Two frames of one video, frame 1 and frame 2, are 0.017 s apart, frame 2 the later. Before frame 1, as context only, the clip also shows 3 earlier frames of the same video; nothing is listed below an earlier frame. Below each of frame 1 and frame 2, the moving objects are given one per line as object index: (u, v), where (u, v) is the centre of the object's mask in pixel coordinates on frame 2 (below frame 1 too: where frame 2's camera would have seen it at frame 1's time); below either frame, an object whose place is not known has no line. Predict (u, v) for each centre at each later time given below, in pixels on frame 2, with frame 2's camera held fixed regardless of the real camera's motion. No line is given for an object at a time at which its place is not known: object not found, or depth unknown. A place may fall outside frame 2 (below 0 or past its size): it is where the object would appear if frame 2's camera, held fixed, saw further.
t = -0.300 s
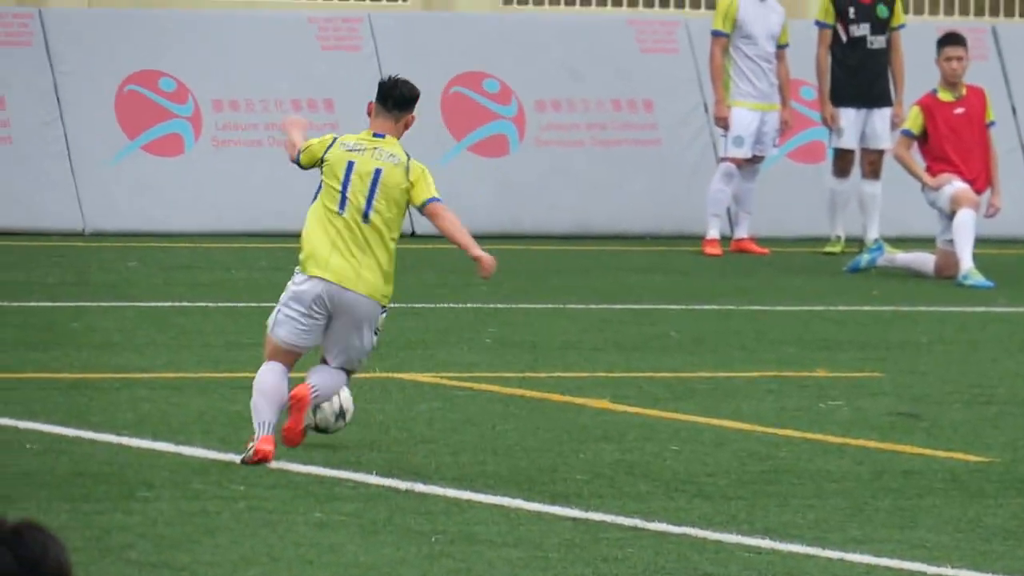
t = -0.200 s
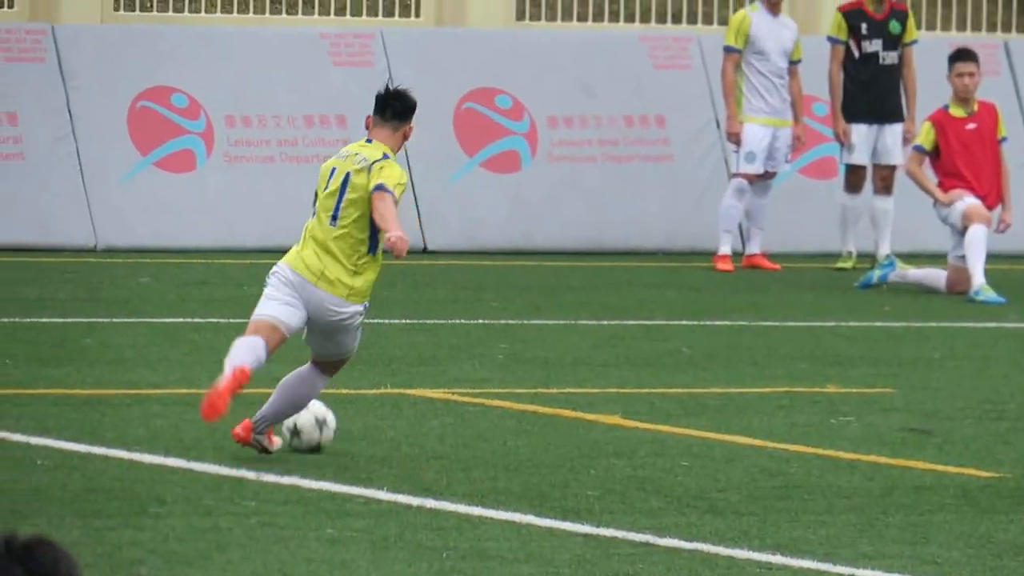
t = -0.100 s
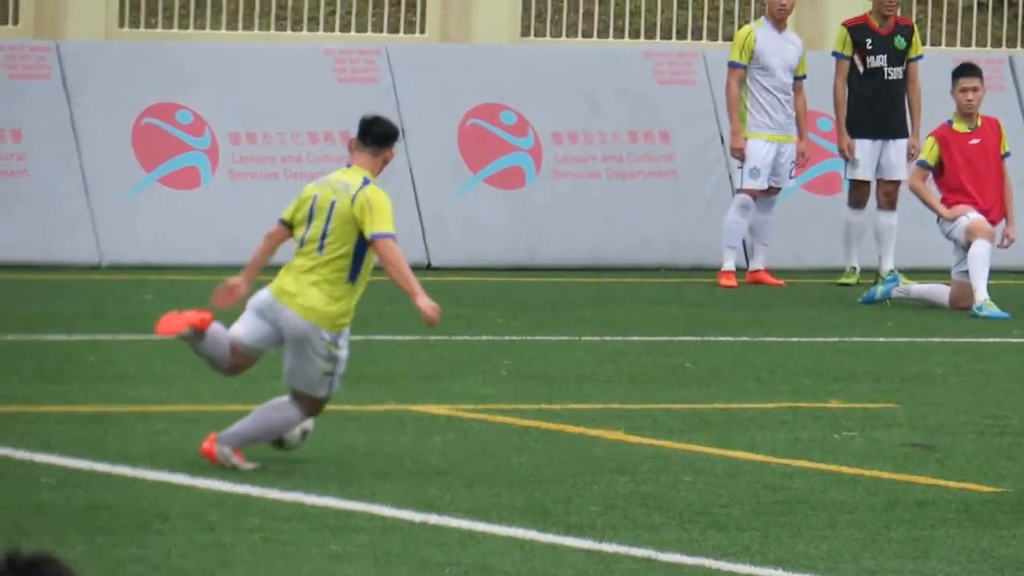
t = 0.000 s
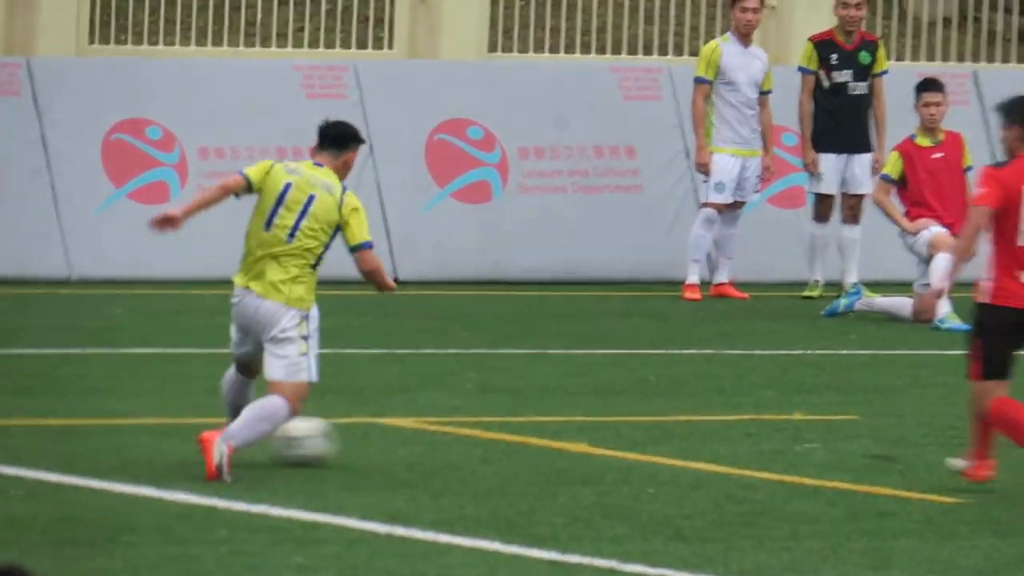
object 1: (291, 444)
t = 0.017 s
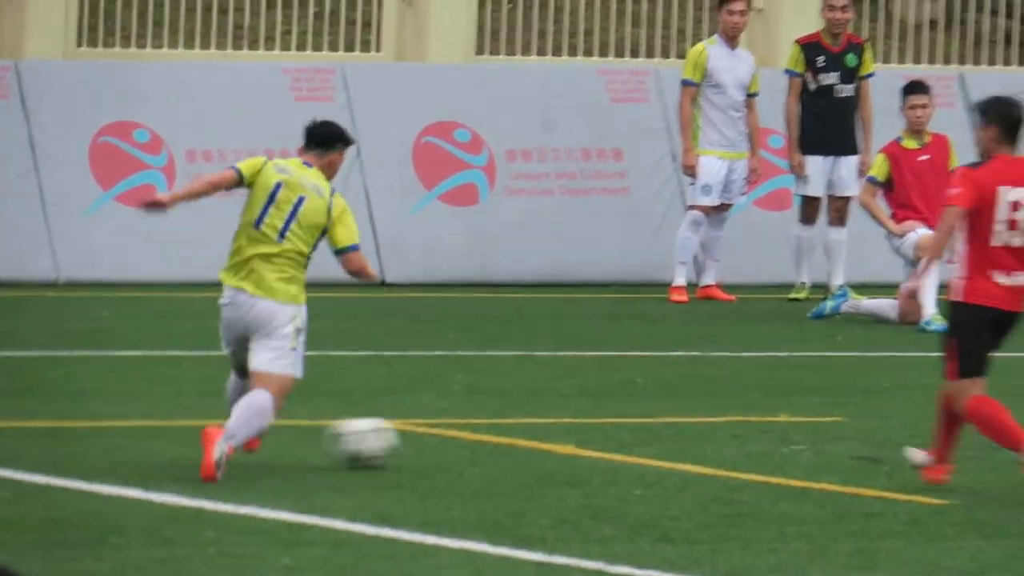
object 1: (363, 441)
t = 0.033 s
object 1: (437, 440)
